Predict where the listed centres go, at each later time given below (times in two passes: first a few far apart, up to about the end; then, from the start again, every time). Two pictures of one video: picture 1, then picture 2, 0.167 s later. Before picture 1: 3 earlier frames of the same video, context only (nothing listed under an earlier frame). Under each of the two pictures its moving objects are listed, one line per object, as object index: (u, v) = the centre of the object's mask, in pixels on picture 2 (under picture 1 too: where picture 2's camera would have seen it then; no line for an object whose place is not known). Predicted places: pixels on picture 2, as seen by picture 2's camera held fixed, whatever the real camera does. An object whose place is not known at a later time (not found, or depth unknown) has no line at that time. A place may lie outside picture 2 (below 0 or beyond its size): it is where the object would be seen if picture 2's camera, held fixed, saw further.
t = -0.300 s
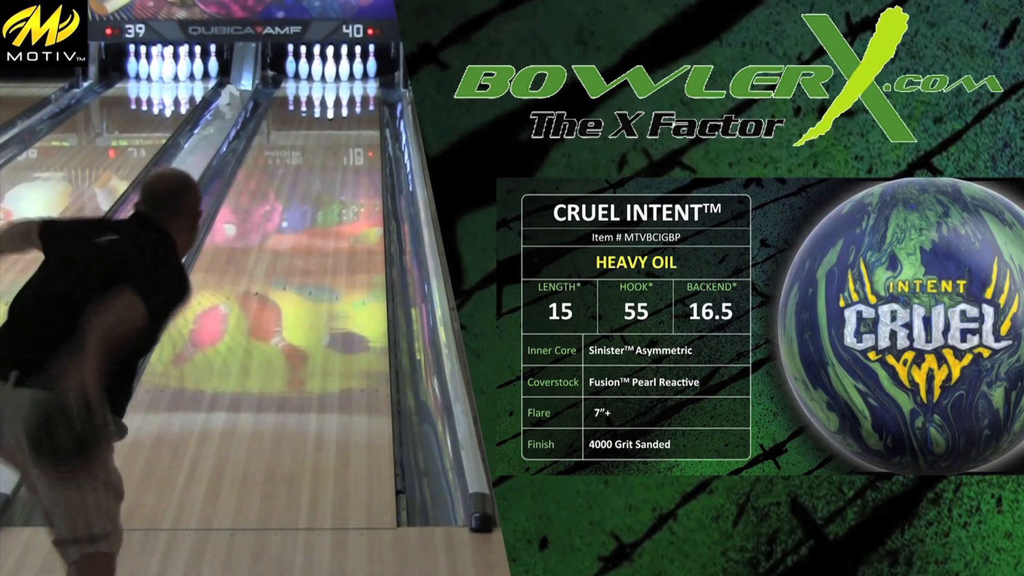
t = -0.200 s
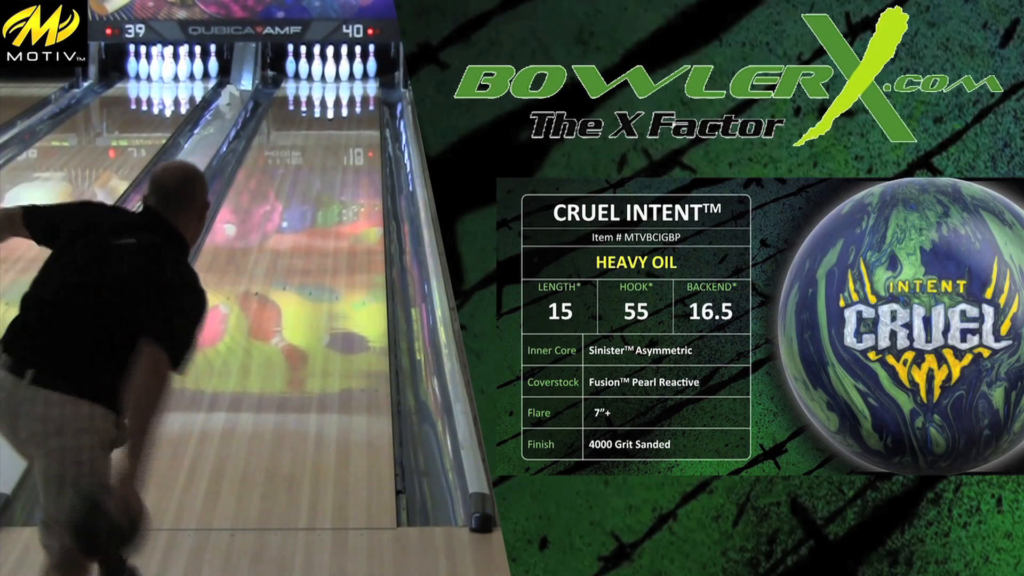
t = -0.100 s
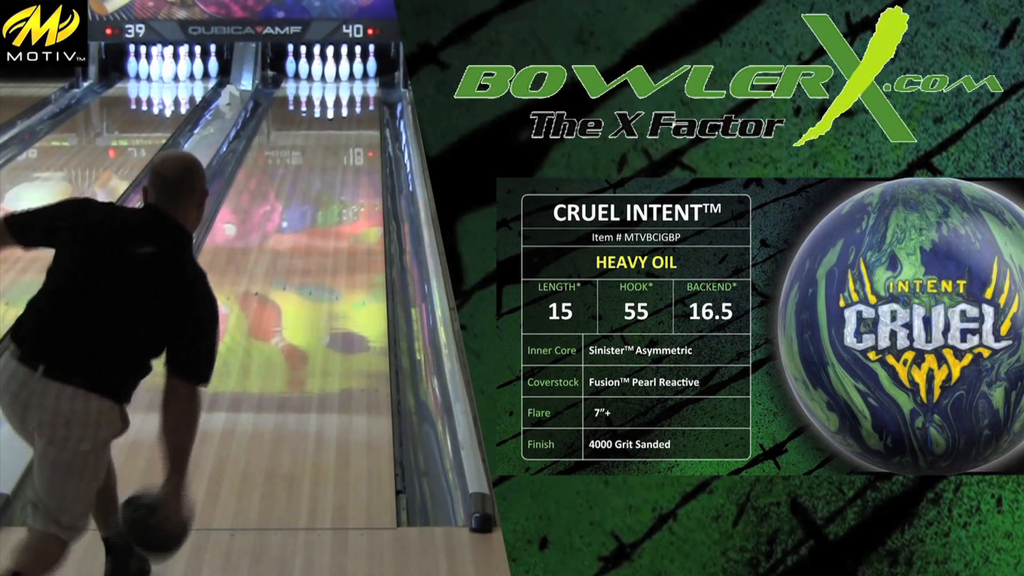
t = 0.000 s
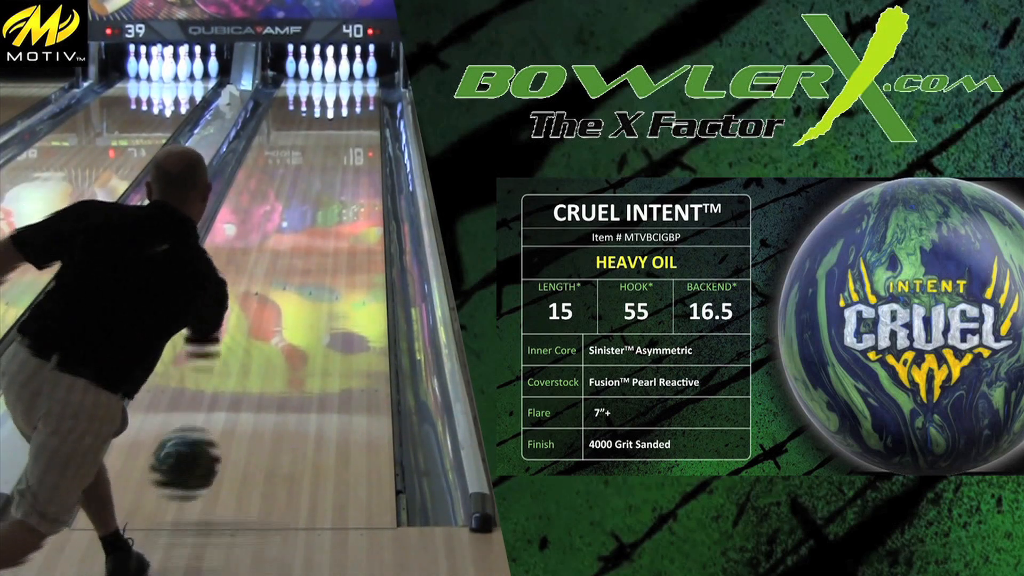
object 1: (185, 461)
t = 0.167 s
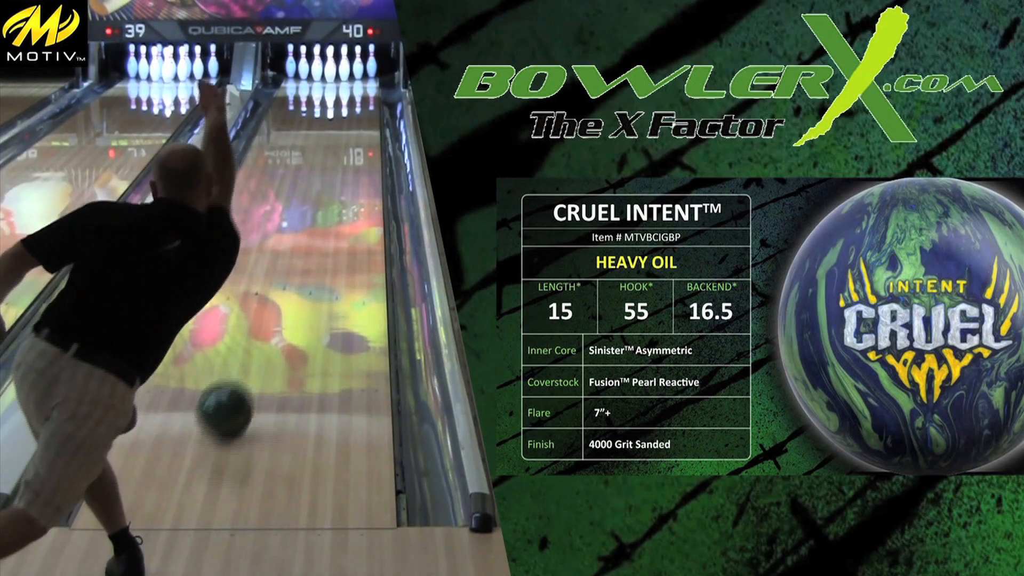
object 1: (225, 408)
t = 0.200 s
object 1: (231, 394)
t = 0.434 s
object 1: (268, 312)
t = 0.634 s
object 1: (290, 262)
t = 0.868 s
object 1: (310, 216)
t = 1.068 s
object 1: (323, 186)
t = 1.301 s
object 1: (335, 158)
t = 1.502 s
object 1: (343, 138)
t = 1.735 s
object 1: (350, 118)
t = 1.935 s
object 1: (352, 104)
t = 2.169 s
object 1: (350, 90)
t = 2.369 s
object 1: (344, 80)
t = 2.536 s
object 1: (335, 74)
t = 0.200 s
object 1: (231, 394)
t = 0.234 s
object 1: (237, 381)
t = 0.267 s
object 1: (243, 367)
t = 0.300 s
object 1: (249, 356)
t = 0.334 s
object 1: (254, 343)
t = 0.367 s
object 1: (259, 333)
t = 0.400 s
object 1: (263, 324)
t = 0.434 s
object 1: (268, 312)
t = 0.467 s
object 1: (272, 302)
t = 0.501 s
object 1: (276, 294)
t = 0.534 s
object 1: (280, 285)
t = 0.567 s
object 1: (284, 277)
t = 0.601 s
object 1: (288, 269)
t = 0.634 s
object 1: (290, 262)
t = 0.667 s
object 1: (294, 255)
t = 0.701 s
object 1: (296, 248)
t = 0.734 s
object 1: (299, 241)
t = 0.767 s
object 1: (302, 234)
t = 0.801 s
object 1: (305, 228)
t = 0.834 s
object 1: (307, 222)
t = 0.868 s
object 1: (310, 216)
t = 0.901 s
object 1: (312, 210)
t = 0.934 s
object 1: (315, 205)
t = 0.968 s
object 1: (317, 200)
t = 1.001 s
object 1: (319, 195)
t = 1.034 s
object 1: (321, 190)
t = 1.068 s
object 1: (323, 186)
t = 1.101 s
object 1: (325, 181)
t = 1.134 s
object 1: (327, 177)
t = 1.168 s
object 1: (329, 173)
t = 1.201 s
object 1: (330, 169)
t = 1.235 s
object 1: (332, 166)
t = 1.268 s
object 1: (334, 162)
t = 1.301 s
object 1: (335, 158)
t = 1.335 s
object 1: (336, 154)
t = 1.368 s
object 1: (338, 151)
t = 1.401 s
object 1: (339, 147)
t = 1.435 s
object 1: (340, 144)
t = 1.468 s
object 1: (341, 141)
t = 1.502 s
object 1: (343, 138)
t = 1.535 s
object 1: (344, 135)
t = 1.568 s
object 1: (345, 132)
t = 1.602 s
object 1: (347, 129)
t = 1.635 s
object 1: (348, 126)
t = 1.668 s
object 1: (349, 123)
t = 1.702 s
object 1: (350, 121)
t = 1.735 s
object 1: (350, 118)
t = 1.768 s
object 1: (351, 116)
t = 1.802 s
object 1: (352, 113)
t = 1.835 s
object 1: (352, 110)
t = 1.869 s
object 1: (352, 108)
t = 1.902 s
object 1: (352, 106)
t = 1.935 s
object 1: (352, 104)
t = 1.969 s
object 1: (353, 101)
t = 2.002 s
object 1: (352, 99)
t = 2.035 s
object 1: (352, 97)
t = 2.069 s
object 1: (351, 96)
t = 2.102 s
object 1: (351, 94)
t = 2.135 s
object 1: (350, 92)
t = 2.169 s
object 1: (350, 90)
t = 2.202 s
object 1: (349, 88)
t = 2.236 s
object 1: (348, 87)
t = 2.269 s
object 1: (347, 85)
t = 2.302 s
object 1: (346, 83)
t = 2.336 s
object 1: (345, 82)
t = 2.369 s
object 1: (344, 80)
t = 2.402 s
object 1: (342, 79)
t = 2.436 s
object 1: (340, 78)
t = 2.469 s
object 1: (338, 76)
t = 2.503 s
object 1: (337, 75)
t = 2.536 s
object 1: (335, 74)
